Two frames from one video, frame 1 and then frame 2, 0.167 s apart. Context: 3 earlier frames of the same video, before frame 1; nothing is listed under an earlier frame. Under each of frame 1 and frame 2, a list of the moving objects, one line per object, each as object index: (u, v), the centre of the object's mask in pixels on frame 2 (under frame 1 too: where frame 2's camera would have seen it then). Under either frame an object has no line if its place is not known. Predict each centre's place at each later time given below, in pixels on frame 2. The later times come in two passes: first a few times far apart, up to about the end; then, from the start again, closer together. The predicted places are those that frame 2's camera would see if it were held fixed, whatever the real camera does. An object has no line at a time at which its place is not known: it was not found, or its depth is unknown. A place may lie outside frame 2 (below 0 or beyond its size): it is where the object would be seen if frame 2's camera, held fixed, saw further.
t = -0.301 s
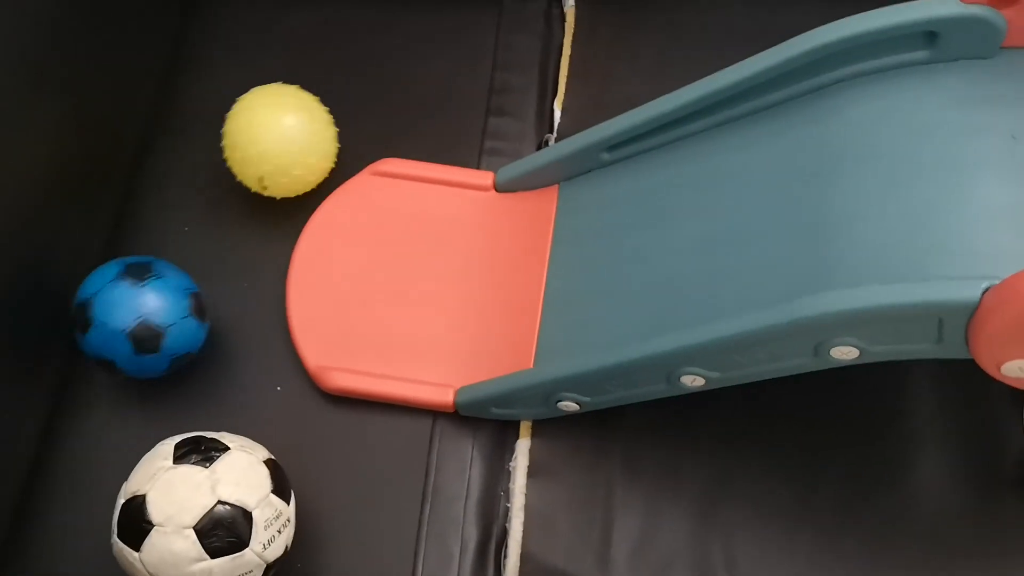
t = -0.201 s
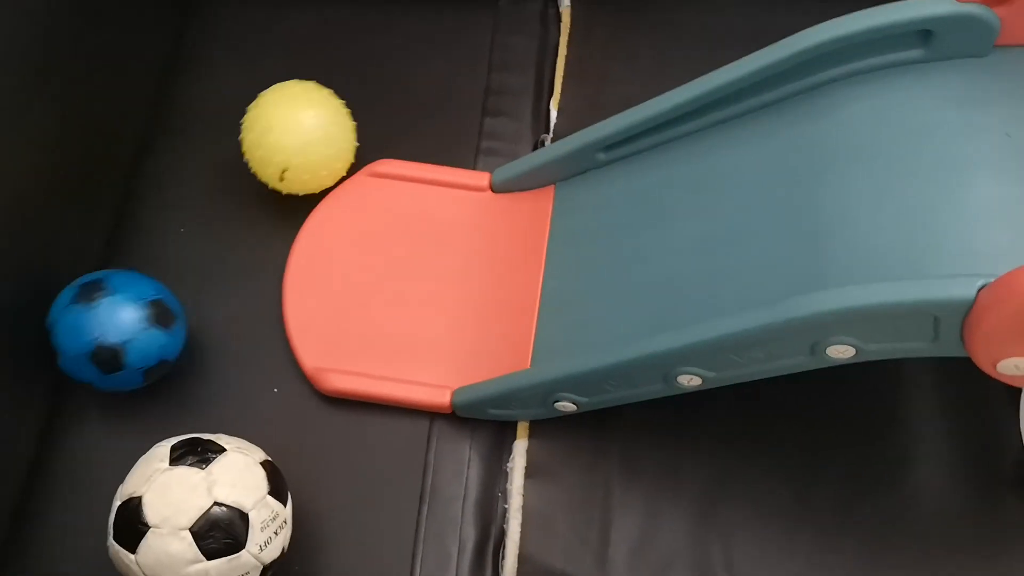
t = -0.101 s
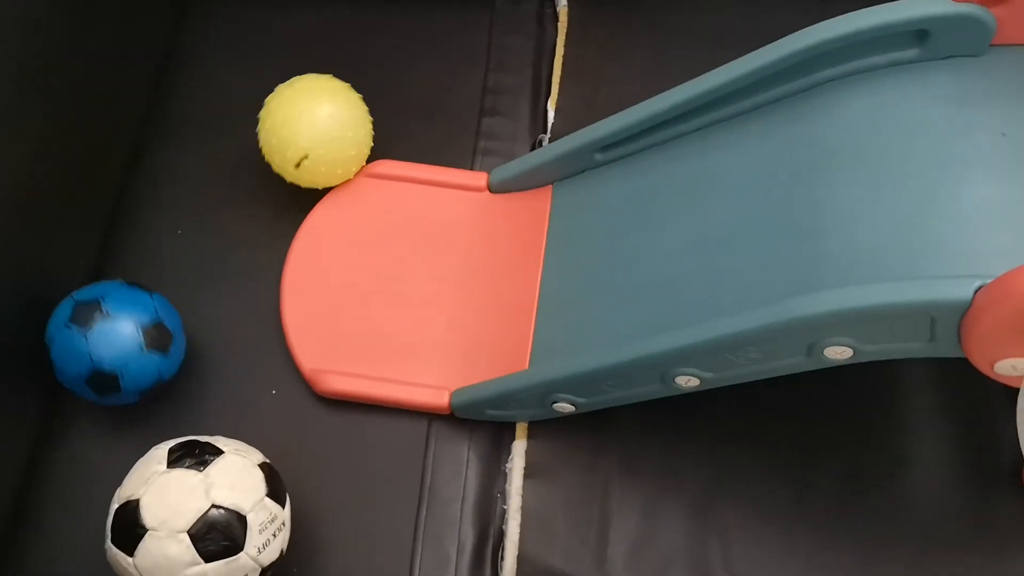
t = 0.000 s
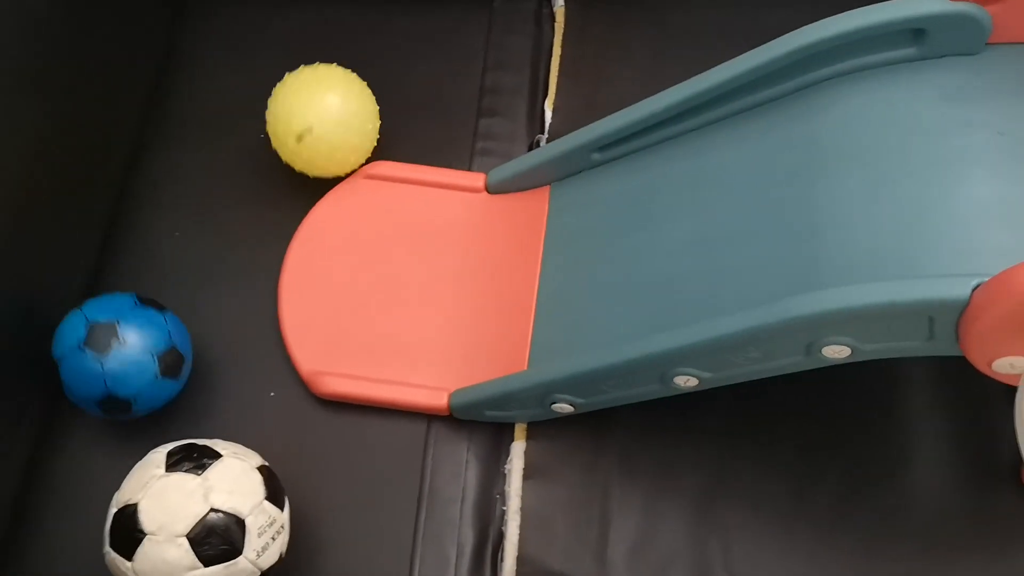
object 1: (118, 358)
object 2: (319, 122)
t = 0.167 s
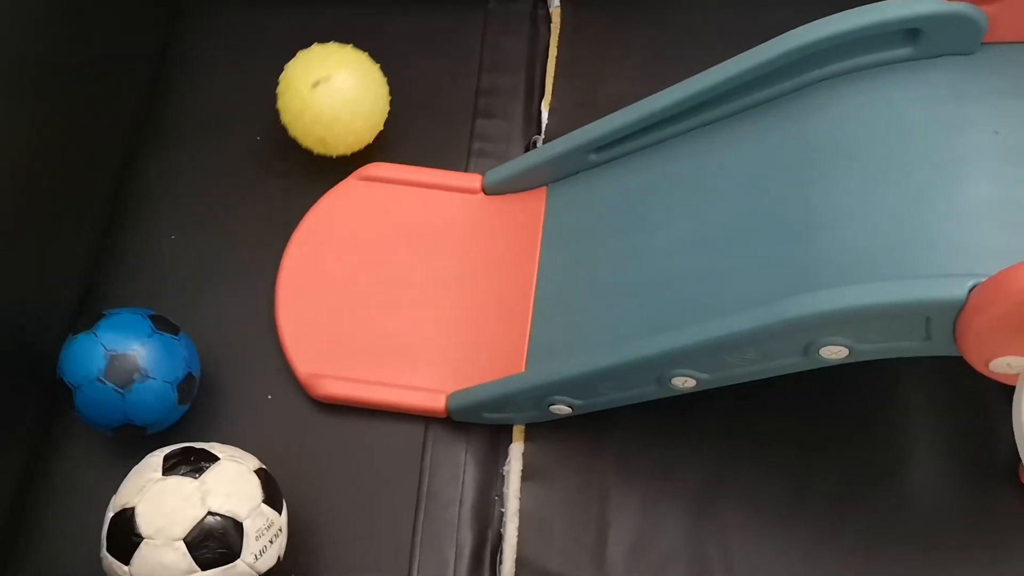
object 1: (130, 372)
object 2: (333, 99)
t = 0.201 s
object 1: (132, 373)
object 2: (335, 95)
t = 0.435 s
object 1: (131, 374)
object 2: (347, 69)
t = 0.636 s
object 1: (120, 361)
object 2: (356, 57)
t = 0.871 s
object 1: (104, 341)
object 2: (363, 59)
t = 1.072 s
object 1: (118, 335)
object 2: (362, 72)
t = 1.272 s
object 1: (126, 340)
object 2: (358, 90)
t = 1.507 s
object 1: (124, 355)
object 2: (349, 110)
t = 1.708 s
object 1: (117, 365)
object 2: (333, 108)
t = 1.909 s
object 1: (111, 366)
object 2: (320, 102)
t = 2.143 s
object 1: (113, 354)
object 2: (307, 102)
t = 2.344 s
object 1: (117, 342)
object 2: (298, 107)
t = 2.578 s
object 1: (118, 339)
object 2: (286, 116)
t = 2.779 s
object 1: (113, 347)
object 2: (282, 121)
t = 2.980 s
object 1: (109, 357)
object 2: (286, 129)
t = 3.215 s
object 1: (113, 361)
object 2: (299, 134)
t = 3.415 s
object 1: (118, 357)
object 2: (300, 137)
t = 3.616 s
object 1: (120, 350)
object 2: (291, 135)
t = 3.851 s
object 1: (116, 347)
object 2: (285, 134)
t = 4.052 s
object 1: (110, 349)
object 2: (289, 136)
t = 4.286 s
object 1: (109, 353)
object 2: (294, 138)
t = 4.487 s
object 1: (114, 354)
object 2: (290, 136)
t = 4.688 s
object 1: (118, 354)
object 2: (287, 136)
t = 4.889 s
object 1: (119, 354)
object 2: (291, 138)
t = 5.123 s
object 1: (113, 352)
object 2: (289, 137)
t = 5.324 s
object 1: (109, 352)
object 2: (288, 136)
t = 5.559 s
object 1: (110, 351)
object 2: (291, 137)
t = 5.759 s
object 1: (112, 351)
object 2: (290, 136)
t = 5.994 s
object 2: (291, 135)
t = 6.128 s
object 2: (292, 135)
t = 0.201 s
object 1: (132, 373)
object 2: (335, 95)
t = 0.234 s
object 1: (132, 374)
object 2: (338, 90)
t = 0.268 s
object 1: (132, 375)
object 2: (340, 86)
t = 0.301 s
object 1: (133, 376)
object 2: (341, 83)
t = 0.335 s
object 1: (133, 376)
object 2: (343, 79)
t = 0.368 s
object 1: (133, 376)
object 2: (344, 76)
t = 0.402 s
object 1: (132, 376)
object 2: (346, 72)
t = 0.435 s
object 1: (131, 374)
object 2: (347, 69)
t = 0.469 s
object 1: (130, 373)
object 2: (349, 67)
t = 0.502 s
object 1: (130, 371)
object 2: (350, 64)
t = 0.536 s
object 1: (128, 369)
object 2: (351, 62)
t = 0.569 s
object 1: (126, 366)
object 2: (353, 60)
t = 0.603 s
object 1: (123, 364)
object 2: (354, 58)
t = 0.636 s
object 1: (120, 361)
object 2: (356, 57)
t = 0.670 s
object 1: (118, 358)
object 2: (357, 56)
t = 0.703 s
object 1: (115, 355)
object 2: (358, 56)
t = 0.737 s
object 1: (113, 352)
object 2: (360, 56)
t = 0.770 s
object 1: (110, 349)
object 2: (361, 56)
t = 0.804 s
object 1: (108, 346)
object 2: (362, 57)
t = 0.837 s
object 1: (105, 343)
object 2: (362, 57)
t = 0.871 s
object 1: (104, 341)
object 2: (363, 59)
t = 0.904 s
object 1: (105, 339)
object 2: (364, 60)
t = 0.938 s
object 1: (108, 338)
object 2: (364, 62)
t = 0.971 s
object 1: (110, 337)
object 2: (363, 65)
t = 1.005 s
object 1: (113, 336)
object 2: (363, 67)
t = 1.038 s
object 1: (115, 335)
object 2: (362, 69)
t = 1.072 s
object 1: (118, 335)
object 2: (362, 72)
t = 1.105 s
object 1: (120, 335)
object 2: (361, 74)
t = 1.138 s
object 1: (122, 336)
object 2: (361, 77)
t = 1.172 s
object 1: (123, 336)
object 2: (360, 80)
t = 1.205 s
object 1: (125, 337)
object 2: (359, 83)
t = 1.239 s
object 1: (125, 338)
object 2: (358, 86)
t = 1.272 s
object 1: (126, 340)
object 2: (358, 90)
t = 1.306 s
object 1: (126, 341)
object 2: (357, 93)
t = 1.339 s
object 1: (126, 343)
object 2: (356, 96)
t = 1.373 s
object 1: (127, 345)
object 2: (354, 99)
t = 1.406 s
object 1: (127, 347)
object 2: (353, 102)
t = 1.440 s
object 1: (126, 350)
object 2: (352, 105)
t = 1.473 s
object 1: (126, 352)
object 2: (351, 108)
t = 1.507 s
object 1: (124, 355)
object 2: (349, 110)
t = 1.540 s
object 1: (123, 357)
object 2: (347, 111)
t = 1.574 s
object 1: (123, 359)
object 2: (345, 111)
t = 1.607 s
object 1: (121, 361)
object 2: (342, 110)
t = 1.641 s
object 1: (120, 362)
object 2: (339, 109)
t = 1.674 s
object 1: (119, 364)
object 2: (336, 109)
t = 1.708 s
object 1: (117, 365)
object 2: (333, 108)
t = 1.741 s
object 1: (116, 366)
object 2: (331, 107)
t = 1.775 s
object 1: (115, 367)
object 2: (328, 106)
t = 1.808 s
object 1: (113, 367)
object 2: (326, 105)
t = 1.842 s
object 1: (113, 367)
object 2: (324, 104)
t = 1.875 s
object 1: (112, 366)
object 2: (322, 103)
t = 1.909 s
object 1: (111, 366)
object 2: (320, 102)
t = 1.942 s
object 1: (111, 365)
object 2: (318, 102)
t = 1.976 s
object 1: (110, 363)
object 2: (316, 101)
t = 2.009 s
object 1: (111, 361)
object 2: (314, 101)
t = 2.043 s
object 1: (111, 360)
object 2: (313, 101)
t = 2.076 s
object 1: (112, 358)
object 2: (311, 102)
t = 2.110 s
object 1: (113, 356)
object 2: (309, 102)
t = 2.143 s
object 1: (113, 354)
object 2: (307, 102)
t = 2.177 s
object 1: (114, 352)
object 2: (306, 103)
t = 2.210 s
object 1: (114, 349)
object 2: (304, 104)
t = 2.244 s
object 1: (115, 347)
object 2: (303, 104)
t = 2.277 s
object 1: (116, 345)
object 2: (302, 105)
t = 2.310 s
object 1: (116, 344)
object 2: (300, 106)
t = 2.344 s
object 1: (117, 342)
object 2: (298, 107)
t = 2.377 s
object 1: (117, 341)
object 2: (297, 108)
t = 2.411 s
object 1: (118, 340)
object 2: (295, 109)
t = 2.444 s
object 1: (118, 339)
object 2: (293, 111)
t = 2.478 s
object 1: (118, 339)
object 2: (291, 112)
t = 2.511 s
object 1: (118, 338)
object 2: (290, 114)
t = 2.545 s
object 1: (118, 339)
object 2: (288, 115)
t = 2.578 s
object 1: (118, 339)
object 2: (286, 116)
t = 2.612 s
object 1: (117, 340)
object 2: (285, 117)
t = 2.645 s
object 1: (116, 341)
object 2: (284, 118)
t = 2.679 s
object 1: (116, 342)
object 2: (283, 118)
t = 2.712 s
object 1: (115, 344)
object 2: (282, 119)
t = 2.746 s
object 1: (114, 345)
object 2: (282, 120)
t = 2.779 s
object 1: (113, 347)
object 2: (282, 121)
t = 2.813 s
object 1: (112, 349)
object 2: (282, 122)
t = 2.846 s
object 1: (111, 350)
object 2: (282, 123)
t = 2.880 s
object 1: (111, 352)
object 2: (283, 125)
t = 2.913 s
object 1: (110, 354)
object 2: (283, 126)
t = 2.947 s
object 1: (110, 356)
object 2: (285, 127)
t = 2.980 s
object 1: (109, 357)
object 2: (286, 129)
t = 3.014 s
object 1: (109, 358)
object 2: (288, 130)
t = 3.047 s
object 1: (109, 360)
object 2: (290, 130)
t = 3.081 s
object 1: (110, 360)
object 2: (292, 131)
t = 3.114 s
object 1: (110, 361)
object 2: (294, 132)
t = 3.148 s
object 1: (111, 361)
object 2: (296, 132)
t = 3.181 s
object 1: (112, 361)
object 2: (297, 133)
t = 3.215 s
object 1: (113, 361)
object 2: (299, 134)
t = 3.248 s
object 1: (114, 361)
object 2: (300, 135)
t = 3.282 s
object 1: (114, 361)
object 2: (300, 135)
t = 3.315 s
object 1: (116, 360)
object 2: (301, 136)
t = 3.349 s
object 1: (117, 359)
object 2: (301, 136)
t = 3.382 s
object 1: (118, 358)
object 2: (300, 137)
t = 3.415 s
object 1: (118, 357)
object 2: (300, 137)
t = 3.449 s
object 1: (119, 356)
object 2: (299, 137)
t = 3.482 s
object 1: (120, 355)
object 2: (297, 137)
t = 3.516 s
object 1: (120, 354)
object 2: (296, 136)
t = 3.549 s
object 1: (120, 353)
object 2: (294, 136)
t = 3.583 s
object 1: (120, 351)
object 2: (293, 136)
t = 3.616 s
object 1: (120, 350)
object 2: (291, 135)
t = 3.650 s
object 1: (120, 350)
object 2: (290, 135)
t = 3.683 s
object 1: (119, 349)
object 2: (289, 134)
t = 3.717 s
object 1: (119, 348)
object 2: (287, 134)
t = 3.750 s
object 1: (118, 348)
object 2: (287, 134)
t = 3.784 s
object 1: (118, 347)
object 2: (286, 134)
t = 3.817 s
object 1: (117, 347)
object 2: (285, 133)
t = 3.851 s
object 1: (116, 347)
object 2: (285, 134)
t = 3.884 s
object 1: (115, 347)
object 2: (285, 134)
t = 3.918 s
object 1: (113, 348)
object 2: (285, 134)
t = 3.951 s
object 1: (112, 348)
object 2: (286, 134)
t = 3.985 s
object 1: (111, 348)
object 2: (287, 134)
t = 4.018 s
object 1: (110, 349)
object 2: (288, 135)
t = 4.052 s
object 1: (110, 349)
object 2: (289, 136)
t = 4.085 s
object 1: (109, 350)
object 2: (290, 136)
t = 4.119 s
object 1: (108, 351)
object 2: (291, 137)
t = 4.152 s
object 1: (108, 351)
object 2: (292, 137)
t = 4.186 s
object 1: (108, 352)
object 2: (293, 138)
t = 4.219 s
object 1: (108, 352)
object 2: (294, 138)
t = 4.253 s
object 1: (109, 353)
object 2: (294, 138)
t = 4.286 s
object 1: (109, 353)
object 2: (294, 138)
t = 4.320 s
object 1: (110, 354)
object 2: (293, 138)
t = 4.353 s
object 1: (111, 354)
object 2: (293, 138)
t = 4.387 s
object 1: (111, 354)
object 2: (292, 138)
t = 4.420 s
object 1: (112, 354)
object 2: (292, 137)
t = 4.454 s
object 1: (113, 355)
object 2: (291, 137)
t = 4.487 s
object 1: (114, 354)
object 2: (290, 136)
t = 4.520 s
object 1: (115, 355)
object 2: (289, 136)
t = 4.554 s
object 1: (116, 355)
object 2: (288, 135)
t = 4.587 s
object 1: (116, 355)
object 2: (287, 135)
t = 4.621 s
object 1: (117, 354)
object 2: (287, 135)
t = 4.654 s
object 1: (118, 354)
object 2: (287, 135)
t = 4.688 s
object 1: (118, 354)
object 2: (287, 136)
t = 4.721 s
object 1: (119, 354)
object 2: (288, 136)
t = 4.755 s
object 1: (119, 354)
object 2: (288, 136)
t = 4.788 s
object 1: (119, 354)
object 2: (289, 136)
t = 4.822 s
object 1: (119, 354)
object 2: (290, 137)
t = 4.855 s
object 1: (119, 354)
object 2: (291, 138)
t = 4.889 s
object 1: (119, 354)
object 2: (291, 138)
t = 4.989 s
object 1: (117, 353)
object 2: (291, 138)
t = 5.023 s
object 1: (116, 353)
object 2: (291, 138)
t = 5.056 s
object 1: (115, 352)
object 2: (290, 138)
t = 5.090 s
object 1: (114, 352)
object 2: (290, 137)
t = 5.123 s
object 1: (113, 352)
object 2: (289, 137)
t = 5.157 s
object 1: (112, 352)
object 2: (289, 136)
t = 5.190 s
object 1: (111, 352)
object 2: (288, 136)
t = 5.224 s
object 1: (110, 352)
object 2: (288, 135)
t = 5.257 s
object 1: (109, 352)
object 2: (288, 135)
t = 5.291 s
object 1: (109, 352)
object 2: (288, 135)
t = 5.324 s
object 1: (109, 352)
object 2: (288, 136)
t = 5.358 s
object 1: (108, 351)
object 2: (288, 135)
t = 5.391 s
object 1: (108, 352)
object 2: (289, 136)
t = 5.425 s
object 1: (109, 352)
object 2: (290, 136)
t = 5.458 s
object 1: (109, 352)
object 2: (290, 137)
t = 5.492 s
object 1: (109, 351)
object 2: (291, 137)
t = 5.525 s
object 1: (110, 351)
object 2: (291, 137)
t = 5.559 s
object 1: (110, 351)
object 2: (291, 137)
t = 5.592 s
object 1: (110, 351)
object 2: (291, 137)
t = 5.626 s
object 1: (111, 351)
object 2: (291, 137)
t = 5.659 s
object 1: (111, 351)
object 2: (290, 137)
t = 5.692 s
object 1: (111, 351)
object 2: (290, 136)
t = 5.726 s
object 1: (111, 351)
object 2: (290, 136)
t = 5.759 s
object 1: (112, 351)
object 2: (290, 136)
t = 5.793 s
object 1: (112, 351)
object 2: (289, 136)
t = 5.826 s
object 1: (112, 351)
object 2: (289, 136)
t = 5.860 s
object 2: (290, 135)
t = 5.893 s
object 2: (290, 135)
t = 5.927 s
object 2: (290, 135)
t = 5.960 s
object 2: (290, 135)
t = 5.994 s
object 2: (291, 135)
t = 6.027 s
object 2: (291, 135)
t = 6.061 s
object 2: (291, 135)
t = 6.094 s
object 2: (292, 135)
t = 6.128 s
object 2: (292, 135)
